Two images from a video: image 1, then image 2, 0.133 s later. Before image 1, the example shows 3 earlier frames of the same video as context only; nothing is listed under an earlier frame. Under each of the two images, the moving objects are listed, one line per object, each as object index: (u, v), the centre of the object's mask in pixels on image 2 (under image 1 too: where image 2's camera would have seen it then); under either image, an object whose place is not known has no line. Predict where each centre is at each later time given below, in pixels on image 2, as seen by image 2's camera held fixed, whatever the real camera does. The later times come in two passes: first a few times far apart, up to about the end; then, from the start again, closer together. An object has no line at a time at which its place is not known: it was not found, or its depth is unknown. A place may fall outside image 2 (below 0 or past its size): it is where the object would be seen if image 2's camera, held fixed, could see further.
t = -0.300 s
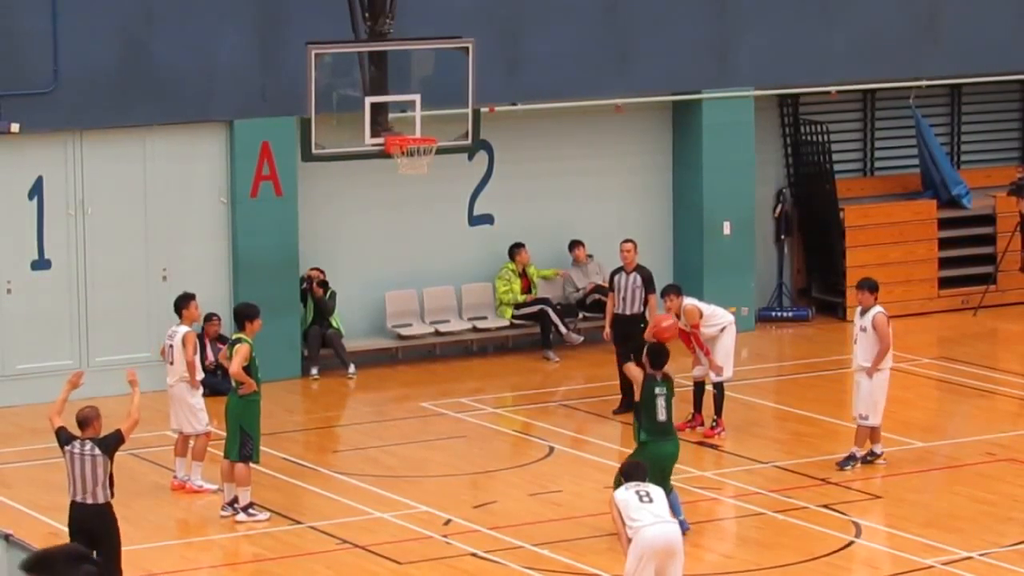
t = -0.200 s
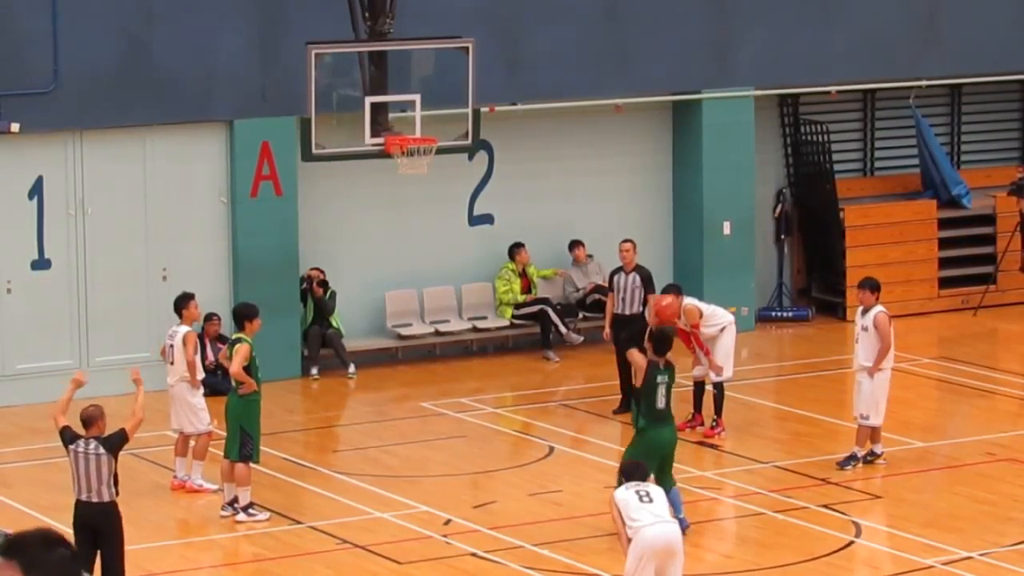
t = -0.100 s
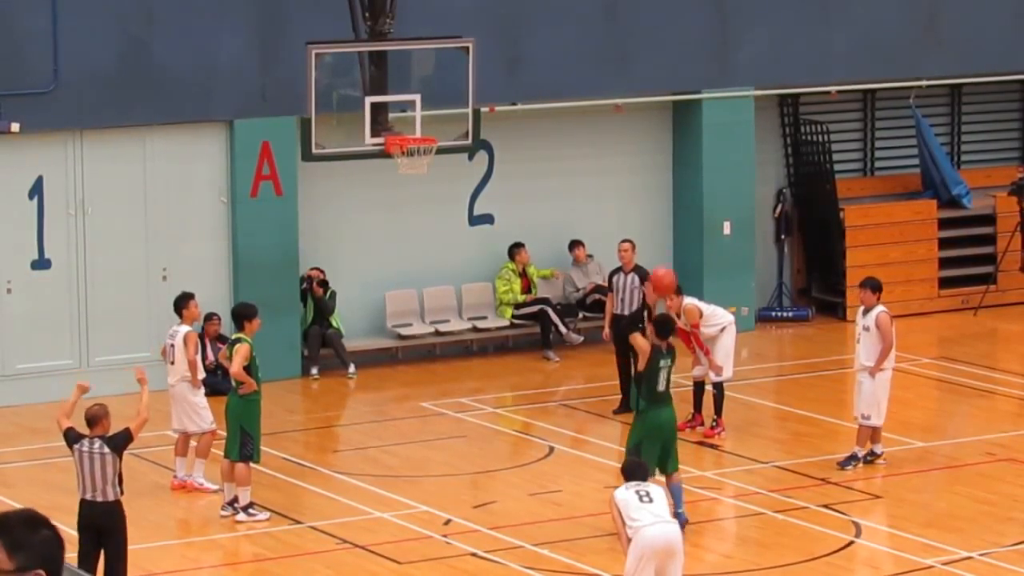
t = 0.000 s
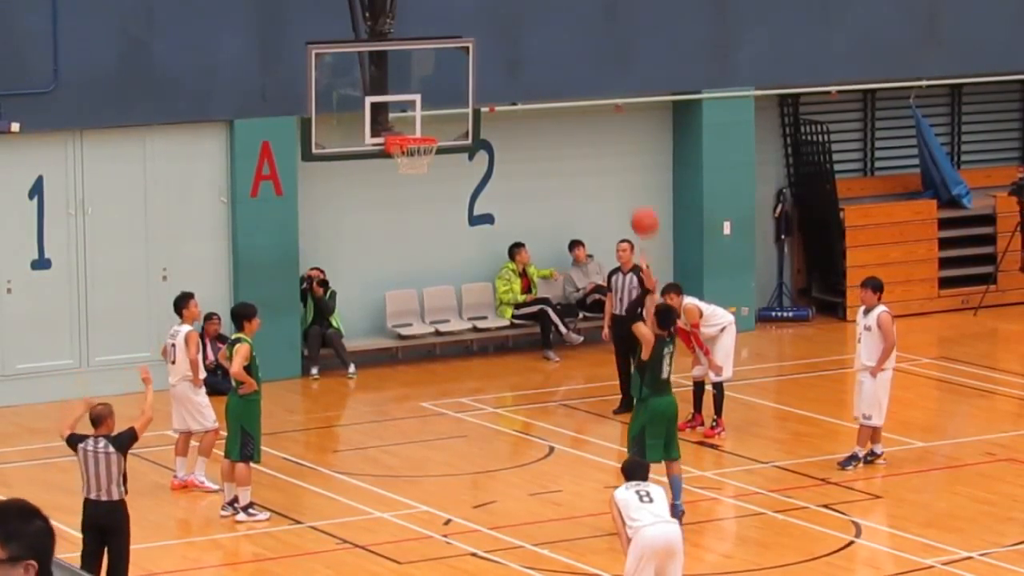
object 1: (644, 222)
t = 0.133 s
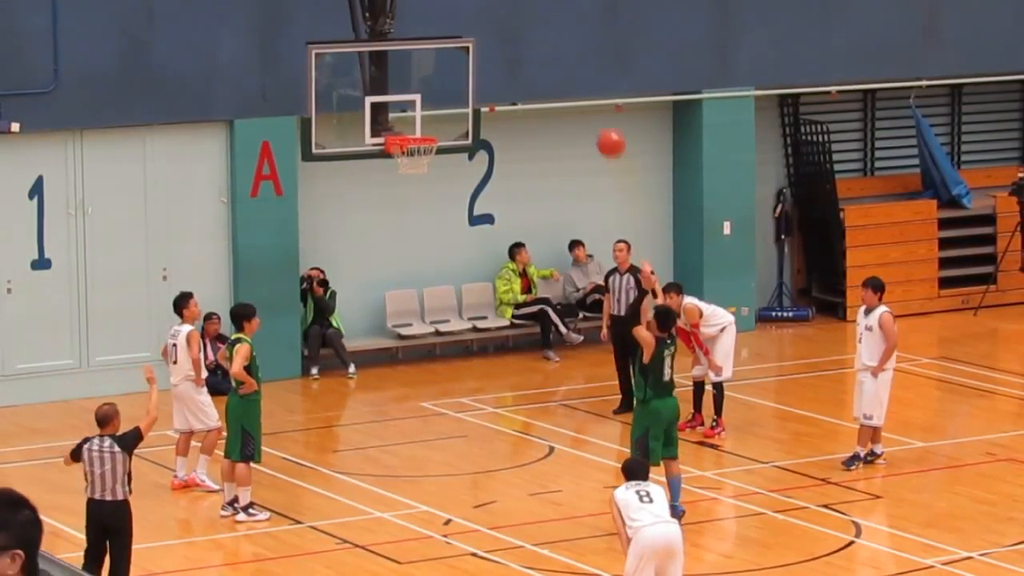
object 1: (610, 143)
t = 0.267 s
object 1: (579, 86)
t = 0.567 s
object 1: (511, 30)
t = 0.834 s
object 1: (456, 59)
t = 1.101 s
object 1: (408, 152)
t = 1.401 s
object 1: (387, 236)
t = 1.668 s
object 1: (370, 374)
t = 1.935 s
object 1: (369, 353)
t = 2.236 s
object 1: (375, 298)
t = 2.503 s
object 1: (382, 324)
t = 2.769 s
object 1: (389, 422)
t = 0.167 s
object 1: (602, 127)
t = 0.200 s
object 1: (594, 112)
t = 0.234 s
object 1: (587, 98)
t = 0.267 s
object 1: (579, 86)
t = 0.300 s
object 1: (571, 75)
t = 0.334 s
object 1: (564, 65)
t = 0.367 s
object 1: (556, 56)
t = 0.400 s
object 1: (548, 49)
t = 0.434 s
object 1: (540, 42)
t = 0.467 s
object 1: (533, 38)
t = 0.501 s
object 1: (525, 34)
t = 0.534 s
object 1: (518, 32)
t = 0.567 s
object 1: (511, 30)
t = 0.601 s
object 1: (504, 29)
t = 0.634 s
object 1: (497, 31)
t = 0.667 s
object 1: (491, 32)
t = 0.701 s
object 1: (485, 35)
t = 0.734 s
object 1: (477, 40)
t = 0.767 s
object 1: (470, 45)
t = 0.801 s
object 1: (463, 51)
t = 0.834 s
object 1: (456, 59)
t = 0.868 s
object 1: (450, 67)
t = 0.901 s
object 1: (444, 77)
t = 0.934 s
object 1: (438, 88)
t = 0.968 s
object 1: (432, 99)
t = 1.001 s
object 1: (426, 111)
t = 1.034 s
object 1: (419, 125)
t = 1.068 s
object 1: (415, 134)
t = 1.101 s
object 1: (408, 152)
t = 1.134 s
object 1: (403, 161)
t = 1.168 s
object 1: (401, 168)
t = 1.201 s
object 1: (399, 174)
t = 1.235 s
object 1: (397, 182)
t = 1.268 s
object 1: (395, 191)
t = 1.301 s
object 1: (393, 200)
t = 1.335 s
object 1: (391, 211)
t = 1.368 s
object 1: (389, 223)
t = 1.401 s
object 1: (387, 236)
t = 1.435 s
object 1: (385, 249)
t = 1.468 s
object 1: (383, 264)
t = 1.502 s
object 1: (381, 280)
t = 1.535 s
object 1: (378, 298)
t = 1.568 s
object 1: (376, 315)
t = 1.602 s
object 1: (375, 334)
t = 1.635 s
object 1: (373, 355)
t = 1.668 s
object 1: (370, 374)
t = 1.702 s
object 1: (369, 393)
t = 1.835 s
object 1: (367, 389)
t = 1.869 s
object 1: (368, 374)
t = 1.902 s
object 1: (369, 363)
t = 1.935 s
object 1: (369, 353)
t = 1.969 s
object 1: (370, 342)
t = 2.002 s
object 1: (370, 332)
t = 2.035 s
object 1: (371, 324)
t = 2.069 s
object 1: (372, 317)
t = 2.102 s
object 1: (372, 311)
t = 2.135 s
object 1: (373, 307)
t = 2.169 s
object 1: (373, 303)
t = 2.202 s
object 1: (374, 300)
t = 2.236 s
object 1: (375, 298)
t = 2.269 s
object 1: (376, 298)
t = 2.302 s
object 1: (376, 298)
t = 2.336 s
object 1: (377, 299)
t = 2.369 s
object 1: (378, 302)
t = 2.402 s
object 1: (379, 306)
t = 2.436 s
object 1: (379, 311)
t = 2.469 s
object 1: (380, 316)
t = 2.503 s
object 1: (382, 324)
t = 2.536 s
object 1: (382, 332)
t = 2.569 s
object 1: (384, 342)
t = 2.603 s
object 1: (384, 353)
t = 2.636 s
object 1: (385, 363)
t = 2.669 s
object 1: (386, 377)
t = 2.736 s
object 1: (388, 406)
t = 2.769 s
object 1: (389, 422)
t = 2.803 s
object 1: (390, 439)
